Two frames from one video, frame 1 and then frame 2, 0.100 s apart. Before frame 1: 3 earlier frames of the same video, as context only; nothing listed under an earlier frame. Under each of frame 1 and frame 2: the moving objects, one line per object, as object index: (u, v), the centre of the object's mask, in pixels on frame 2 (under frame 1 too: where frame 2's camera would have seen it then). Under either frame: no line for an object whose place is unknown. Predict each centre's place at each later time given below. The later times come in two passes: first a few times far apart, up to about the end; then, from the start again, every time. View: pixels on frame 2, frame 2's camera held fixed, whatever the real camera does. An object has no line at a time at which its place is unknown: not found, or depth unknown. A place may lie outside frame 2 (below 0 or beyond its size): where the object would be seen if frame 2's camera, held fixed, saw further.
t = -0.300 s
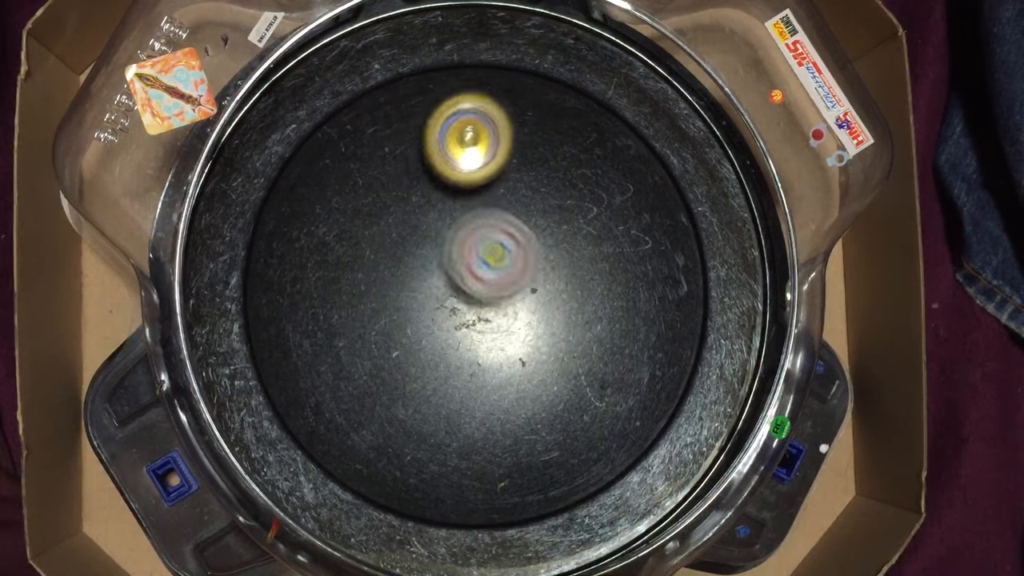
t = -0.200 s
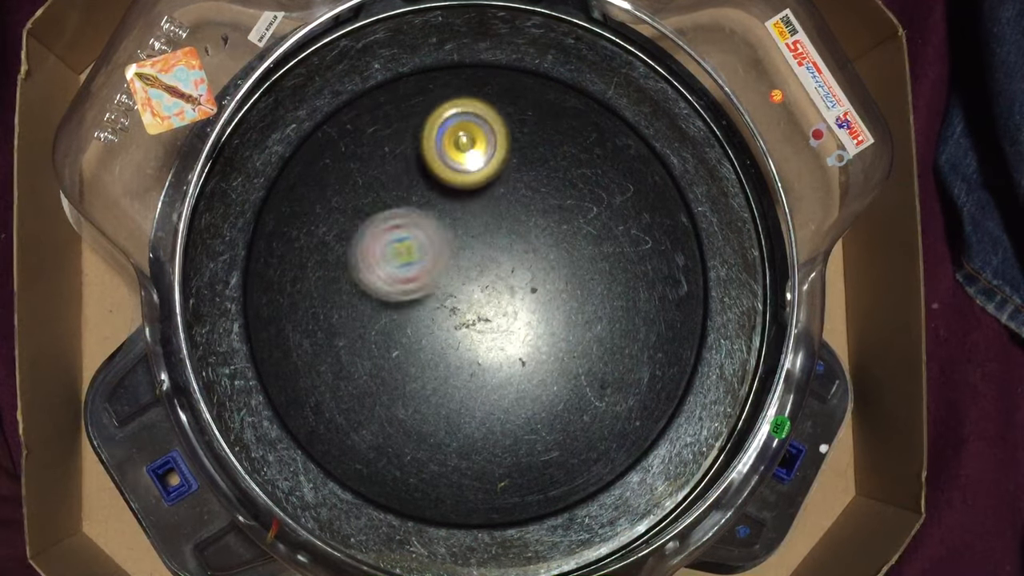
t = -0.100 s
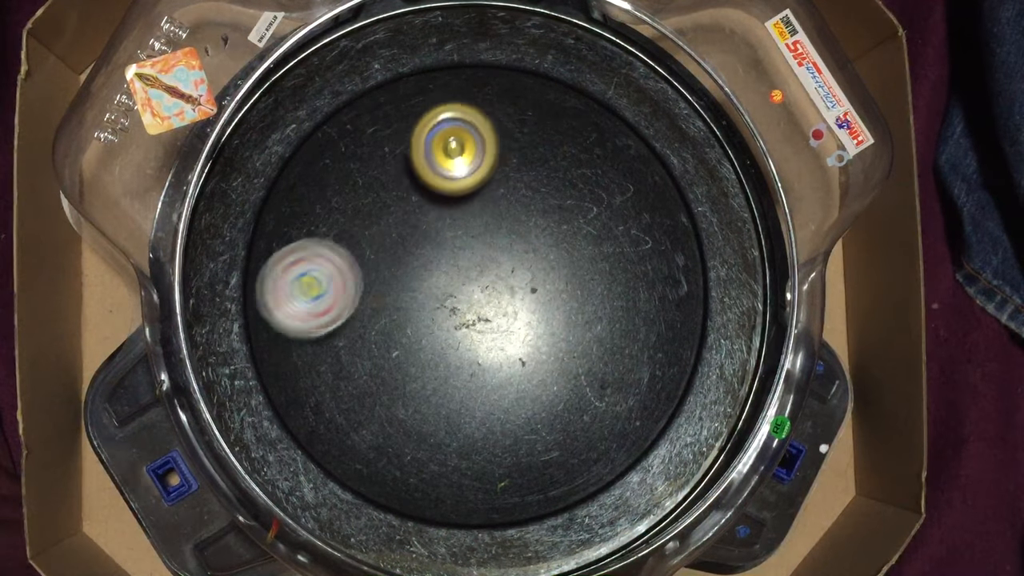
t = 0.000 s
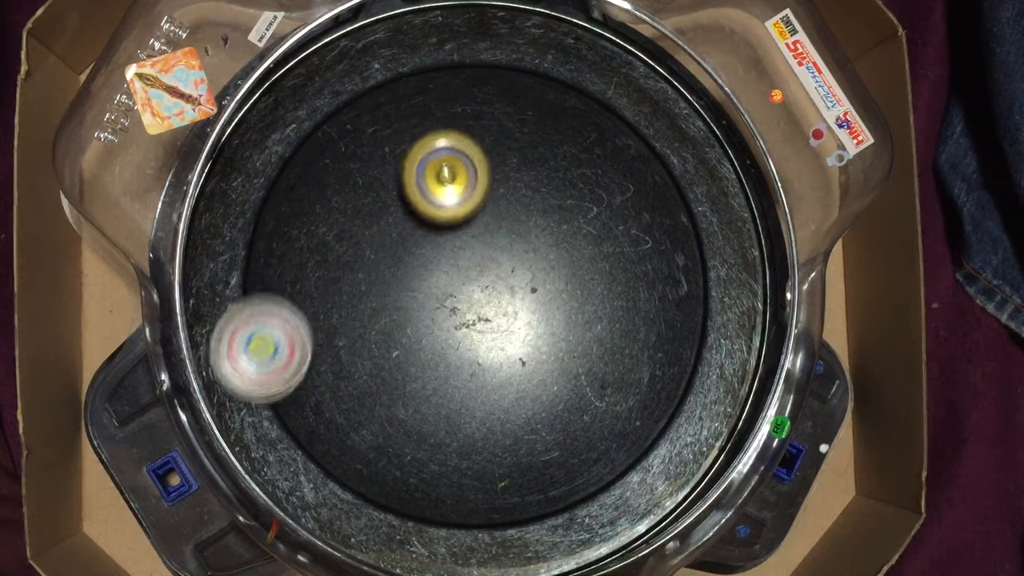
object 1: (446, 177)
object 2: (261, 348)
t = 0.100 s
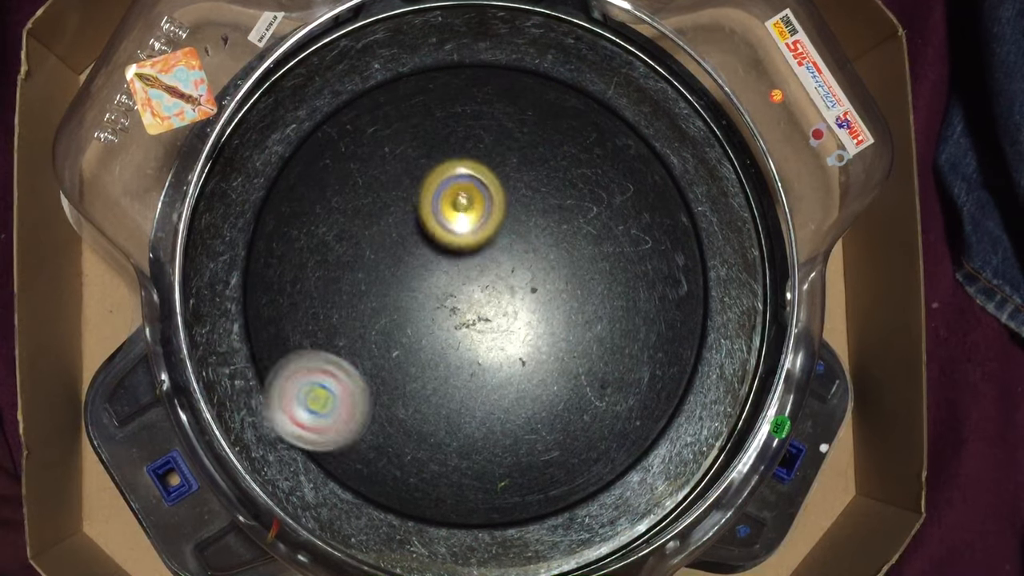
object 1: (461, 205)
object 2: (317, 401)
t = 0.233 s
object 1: (500, 228)
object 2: (418, 415)
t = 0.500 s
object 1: (574, 216)
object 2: (496, 302)
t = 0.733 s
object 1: (568, 187)
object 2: (439, 236)
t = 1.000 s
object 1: (537, 249)
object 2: (383, 237)
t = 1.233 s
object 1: (537, 313)
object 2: (394, 272)
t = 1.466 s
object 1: (541, 356)
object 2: (447, 275)
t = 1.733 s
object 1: (545, 376)
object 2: (495, 233)
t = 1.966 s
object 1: (510, 368)
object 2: (492, 203)
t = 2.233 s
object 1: (456, 359)
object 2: (481, 238)
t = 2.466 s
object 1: (418, 351)
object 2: (496, 276)
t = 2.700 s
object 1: (399, 334)
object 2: (539, 299)
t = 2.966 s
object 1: (397, 296)
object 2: (542, 291)
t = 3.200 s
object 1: (410, 259)
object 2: (516, 299)
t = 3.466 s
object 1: (432, 226)
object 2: (493, 311)
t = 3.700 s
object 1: (460, 214)
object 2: (477, 331)
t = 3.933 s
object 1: (493, 218)
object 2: (469, 345)
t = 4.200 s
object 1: (527, 240)
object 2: (467, 327)
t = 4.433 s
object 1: (546, 270)
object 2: (460, 310)
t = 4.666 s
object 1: (551, 304)
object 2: (448, 299)
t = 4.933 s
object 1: (537, 337)
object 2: (452, 283)
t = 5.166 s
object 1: (513, 357)
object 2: (457, 274)
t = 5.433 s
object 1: (481, 363)
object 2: (465, 261)
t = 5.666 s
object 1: (458, 357)
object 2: (462, 251)
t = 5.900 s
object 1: (436, 342)
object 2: (481, 241)
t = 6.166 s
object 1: (426, 321)
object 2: (492, 246)
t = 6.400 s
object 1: (412, 305)
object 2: (526, 247)
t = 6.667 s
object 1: (418, 285)
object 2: (517, 272)
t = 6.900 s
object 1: (430, 272)
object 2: (546, 289)
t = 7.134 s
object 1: (438, 255)
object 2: (545, 302)
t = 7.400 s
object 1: (443, 254)
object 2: (526, 304)
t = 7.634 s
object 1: (449, 257)
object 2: (522, 324)
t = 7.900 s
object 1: (438, 246)
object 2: (511, 351)
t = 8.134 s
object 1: (435, 257)
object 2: (492, 333)
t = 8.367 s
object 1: (441, 250)
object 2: (490, 346)
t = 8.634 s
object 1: (446, 241)
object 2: (487, 336)
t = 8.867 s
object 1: (458, 236)
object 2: (489, 327)
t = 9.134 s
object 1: (471, 220)
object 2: (487, 341)
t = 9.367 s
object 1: (485, 228)
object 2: (484, 331)
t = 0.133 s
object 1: (470, 212)
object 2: (342, 411)
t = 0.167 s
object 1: (481, 219)
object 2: (367, 417)
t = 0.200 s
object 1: (491, 224)
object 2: (393, 418)
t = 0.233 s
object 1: (500, 228)
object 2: (418, 415)
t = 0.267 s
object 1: (510, 231)
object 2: (438, 409)
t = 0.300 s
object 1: (518, 233)
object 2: (459, 399)
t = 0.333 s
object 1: (526, 234)
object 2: (475, 385)
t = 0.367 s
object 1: (533, 234)
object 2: (489, 370)
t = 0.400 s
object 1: (541, 234)
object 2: (500, 352)
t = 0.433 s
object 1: (548, 234)
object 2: (507, 330)
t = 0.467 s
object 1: (559, 227)
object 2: (507, 313)
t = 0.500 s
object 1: (574, 216)
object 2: (496, 302)
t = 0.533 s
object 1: (580, 210)
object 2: (487, 289)
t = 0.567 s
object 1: (583, 204)
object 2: (479, 276)
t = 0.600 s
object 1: (582, 199)
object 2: (471, 265)
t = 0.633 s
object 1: (581, 194)
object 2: (464, 256)
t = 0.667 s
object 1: (579, 189)
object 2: (455, 248)
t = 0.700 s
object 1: (573, 186)
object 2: (447, 242)
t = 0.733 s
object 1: (568, 187)
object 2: (439, 236)
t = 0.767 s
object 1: (561, 191)
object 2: (430, 232)
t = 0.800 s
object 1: (556, 196)
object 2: (422, 230)
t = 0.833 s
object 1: (551, 203)
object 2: (415, 228)
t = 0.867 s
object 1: (547, 211)
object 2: (407, 228)
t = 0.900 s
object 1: (544, 221)
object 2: (400, 229)
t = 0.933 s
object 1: (541, 229)
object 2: (394, 230)
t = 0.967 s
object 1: (538, 240)
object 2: (388, 234)
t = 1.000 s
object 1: (537, 249)
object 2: (383, 237)
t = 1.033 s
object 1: (535, 259)
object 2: (380, 242)
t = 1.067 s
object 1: (534, 269)
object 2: (377, 248)
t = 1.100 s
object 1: (534, 278)
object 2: (377, 254)
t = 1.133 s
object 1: (535, 287)
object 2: (379, 260)
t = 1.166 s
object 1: (535, 296)
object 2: (383, 265)
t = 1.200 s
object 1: (536, 305)
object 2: (388, 269)
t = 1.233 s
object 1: (537, 313)
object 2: (394, 272)
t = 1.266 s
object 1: (537, 320)
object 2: (401, 275)
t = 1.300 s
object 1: (538, 328)
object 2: (408, 277)
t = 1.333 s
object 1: (539, 335)
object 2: (414, 279)
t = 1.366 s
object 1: (540, 341)
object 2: (421, 280)
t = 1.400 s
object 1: (540, 346)
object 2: (428, 280)
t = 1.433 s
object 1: (540, 352)
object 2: (437, 278)
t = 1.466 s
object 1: (541, 356)
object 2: (447, 275)
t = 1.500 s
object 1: (542, 359)
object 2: (454, 271)
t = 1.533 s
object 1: (544, 361)
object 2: (462, 266)
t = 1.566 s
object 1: (546, 365)
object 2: (469, 261)
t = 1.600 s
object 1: (548, 370)
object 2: (475, 255)
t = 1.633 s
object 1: (549, 373)
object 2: (481, 250)
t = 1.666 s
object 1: (549, 375)
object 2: (487, 244)
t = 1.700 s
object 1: (547, 376)
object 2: (491, 238)
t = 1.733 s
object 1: (545, 376)
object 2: (495, 233)
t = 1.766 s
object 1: (542, 376)
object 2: (497, 227)
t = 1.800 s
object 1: (538, 375)
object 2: (499, 221)
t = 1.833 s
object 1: (533, 374)
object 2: (500, 216)
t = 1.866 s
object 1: (528, 372)
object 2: (499, 212)
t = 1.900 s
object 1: (522, 371)
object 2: (498, 207)
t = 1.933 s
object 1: (516, 369)
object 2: (496, 204)
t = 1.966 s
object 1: (510, 368)
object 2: (492, 203)
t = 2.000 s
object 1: (503, 367)
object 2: (489, 205)
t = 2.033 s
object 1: (497, 365)
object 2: (487, 208)
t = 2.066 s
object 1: (490, 364)
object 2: (485, 212)
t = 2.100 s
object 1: (483, 363)
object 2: (484, 216)
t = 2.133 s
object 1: (476, 362)
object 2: (483, 221)
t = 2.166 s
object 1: (469, 361)
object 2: (482, 227)
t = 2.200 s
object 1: (463, 360)
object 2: (481, 233)
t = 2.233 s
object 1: (456, 359)
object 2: (481, 238)
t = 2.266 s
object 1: (450, 358)
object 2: (481, 244)
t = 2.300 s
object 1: (444, 358)
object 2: (481, 250)
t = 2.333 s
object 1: (438, 357)
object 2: (481, 255)
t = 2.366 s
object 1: (432, 355)
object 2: (482, 259)
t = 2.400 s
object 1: (427, 354)
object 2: (486, 265)
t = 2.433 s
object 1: (422, 352)
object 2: (490, 270)
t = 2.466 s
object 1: (418, 351)
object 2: (496, 276)
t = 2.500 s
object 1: (414, 349)
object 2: (503, 281)
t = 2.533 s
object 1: (411, 347)
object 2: (509, 285)
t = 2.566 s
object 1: (408, 345)
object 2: (515, 290)
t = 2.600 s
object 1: (405, 343)
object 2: (522, 293)
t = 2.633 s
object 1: (402, 340)
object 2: (528, 296)
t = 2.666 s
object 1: (400, 337)
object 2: (534, 298)
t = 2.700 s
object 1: (399, 334)
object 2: (539, 299)
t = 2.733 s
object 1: (398, 330)
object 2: (544, 299)
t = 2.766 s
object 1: (396, 326)
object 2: (548, 298)
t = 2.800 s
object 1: (396, 322)
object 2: (551, 296)
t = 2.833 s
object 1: (395, 317)
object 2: (552, 294)
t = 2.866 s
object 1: (396, 312)
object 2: (551, 292)
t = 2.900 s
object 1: (396, 307)
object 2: (549, 291)
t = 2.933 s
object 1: (397, 302)
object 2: (546, 291)
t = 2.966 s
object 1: (397, 296)
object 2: (542, 291)
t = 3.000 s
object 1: (398, 291)
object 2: (539, 292)
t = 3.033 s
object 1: (400, 286)
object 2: (535, 292)
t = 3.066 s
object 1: (401, 280)
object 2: (531, 294)
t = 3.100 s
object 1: (404, 275)
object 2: (527, 294)
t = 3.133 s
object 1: (406, 269)
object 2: (523, 296)
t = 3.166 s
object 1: (408, 264)
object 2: (519, 297)
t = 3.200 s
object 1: (410, 259)
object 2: (516, 299)
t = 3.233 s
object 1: (412, 254)
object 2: (512, 300)
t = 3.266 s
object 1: (415, 249)
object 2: (509, 302)
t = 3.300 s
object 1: (417, 245)
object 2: (506, 303)
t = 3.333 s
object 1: (419, 240)
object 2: (503, 305)
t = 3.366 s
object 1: (422, 236)
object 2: (499, 307)
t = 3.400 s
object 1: (425, 232)
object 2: (497, 309)
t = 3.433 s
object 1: (428, 229)
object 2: (494, 310)
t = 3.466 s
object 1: (432, 226)
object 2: (493, 311)
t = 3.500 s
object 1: (435, 223)
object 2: (491, 312)
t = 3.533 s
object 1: (439, 221)
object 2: (489, 313)
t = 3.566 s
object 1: (443, 218)
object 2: (488, 314)
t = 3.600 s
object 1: (447, 217)
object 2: (488, 317)
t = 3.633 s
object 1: (451, 215)
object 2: (484, 321)
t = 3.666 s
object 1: (455, 214)
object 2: (481, 325)
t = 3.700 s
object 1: (460, 214)
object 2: (477, 331)
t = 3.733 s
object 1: (464, 213)
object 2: (474, 336)
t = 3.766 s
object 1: (469, 213)
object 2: (471, 341)
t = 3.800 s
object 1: (474, 213)
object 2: (470, 344)
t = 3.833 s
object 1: (479, 214)
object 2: (470, 345)
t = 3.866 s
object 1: (484, 215)
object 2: (469, 346)
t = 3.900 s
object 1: (489, 217)
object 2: (469, 346)
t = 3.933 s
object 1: (493, 218)
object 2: (469, 345)
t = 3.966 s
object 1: (498, 220)
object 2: (469, 344)
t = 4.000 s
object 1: (503, 222)
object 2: (469, 343)
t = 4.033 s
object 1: (507, 225)
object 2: (468, 341)
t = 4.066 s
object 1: (512, 227)
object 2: (468, 339)
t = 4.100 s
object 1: (516, 231)
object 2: (468, 336)
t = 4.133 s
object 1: (520, 234)
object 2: (467, 334)
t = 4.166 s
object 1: (524, 237)
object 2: (467, 331)
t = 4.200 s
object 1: (527, 240)
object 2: (467, 327)
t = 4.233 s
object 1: (531, 244)
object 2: (466, 325)
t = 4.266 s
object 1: (534, 248)
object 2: (465, 322)
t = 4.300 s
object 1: (537, 252)
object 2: (463, 320)
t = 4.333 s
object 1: (540, 256)
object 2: (462, 318)
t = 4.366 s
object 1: (543, 261)
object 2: (462, 316)
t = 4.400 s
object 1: (544, 265)
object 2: (461, 313)
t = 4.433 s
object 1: (546, 270)
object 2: (460, 310)
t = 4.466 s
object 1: (548, 275)
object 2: (458, 308)
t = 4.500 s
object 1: (550, 280)
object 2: (455, 306)
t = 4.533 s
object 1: (550, 285)
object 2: (452, 306)
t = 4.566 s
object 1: (551, 289)
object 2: (450, 305)
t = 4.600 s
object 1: (551, 295)
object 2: (449, 304)
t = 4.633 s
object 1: (551, 299)
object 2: (448, 301)
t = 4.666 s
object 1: (551, 304)
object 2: (448, 299)
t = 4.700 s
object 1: (551, 309)
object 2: (449, 297)
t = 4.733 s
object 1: (550, 313)
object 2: (449, 295)
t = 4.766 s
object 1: (548, 318)
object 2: (449, 292)
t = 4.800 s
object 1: (547, 322)
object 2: (450, 291)
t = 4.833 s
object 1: (545, 326)
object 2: (450, 289)
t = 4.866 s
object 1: (543, 330)
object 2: (451, 287)
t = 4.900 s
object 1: (540, 334)
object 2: (451, 285)
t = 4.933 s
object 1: (537, 337)
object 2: (452, 283)
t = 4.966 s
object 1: (534, 340)
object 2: (453, 282)
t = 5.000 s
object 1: (531, 344)
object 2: (453, 280)
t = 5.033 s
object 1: (528, 347)
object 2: (454, 279)
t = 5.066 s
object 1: (524, 350)
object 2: (455, 278)
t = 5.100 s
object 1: (521, 352)
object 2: (456, 277)
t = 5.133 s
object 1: (517, 355)
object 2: (457, 275)
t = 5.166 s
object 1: (513, 357)
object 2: (457, 274)
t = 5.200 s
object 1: (509, 358)
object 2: (458, 273)
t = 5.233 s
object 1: (505, 359)
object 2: (459, 272)
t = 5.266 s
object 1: (501, 360)
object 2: (461, 271)
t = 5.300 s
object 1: (497, 360)
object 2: (462, 270)
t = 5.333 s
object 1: (492, 360)
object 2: (463, 269)
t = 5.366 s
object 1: (488, 361)
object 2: (465, 268)
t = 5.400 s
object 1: (484, 362)
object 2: (466, 264)
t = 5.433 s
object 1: (481, 363)
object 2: (465, 261)
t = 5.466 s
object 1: (478, 363)
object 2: (464, 259)
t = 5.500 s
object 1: (474, 363)
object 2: (463, 257)
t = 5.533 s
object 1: (471, 363)
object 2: (462, 256)
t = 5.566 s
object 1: (468, 362)
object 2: (461, 254)
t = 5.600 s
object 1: (465, 360)
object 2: (461, 253)
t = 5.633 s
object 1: (462, 359)
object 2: (461, 252)
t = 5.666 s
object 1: (458, 357)
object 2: (462, 251)
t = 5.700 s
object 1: (455, 354)
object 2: (463, 250)
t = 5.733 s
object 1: (452, 351)
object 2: (464, 249)
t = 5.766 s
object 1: (450, 348)
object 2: (466, 250)
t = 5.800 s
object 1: (447, 345)
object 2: (468, 250)
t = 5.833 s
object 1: (443, 342)
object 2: (470, 251)
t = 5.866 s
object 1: (439, 343)
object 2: (476, 245)
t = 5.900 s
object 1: (436, 342)
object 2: (481, 241)
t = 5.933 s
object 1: (433, 341)
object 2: (485, 239)
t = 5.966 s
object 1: (431, 339)
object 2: (488, 239)
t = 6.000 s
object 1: (430, 337)
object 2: (489, 240)
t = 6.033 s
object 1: (428, 334)
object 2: (490, 242)
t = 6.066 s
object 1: (427, 332)
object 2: (490, 244)
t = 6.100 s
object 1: (427, 328)
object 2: (490, 245)
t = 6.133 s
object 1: (426, 325)
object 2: (490, 245)
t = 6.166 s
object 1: (426, 321)
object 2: (492, 246)
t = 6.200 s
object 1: (426, 317)
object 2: (493, 246)
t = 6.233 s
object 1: (426, 312)
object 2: (494, 247)
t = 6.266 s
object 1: (421, 311)
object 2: (500, 244)
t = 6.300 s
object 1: (416, 310)
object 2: (512, 242)
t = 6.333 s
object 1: (414, 308)
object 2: (520, 242)
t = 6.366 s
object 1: (412, 306)
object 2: (524, 244)
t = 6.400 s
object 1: (412, 305)
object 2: (526, 247)
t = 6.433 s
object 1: (412, 303)
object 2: (526, 249)
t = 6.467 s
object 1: (412, 300)
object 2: (525, 253)
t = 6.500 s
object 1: (413, 298)
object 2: (523, 257)
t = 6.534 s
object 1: (414, 296)
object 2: (521, 260)
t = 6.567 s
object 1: (416, 293)
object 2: (518, 263)
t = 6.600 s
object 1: (418, 290)
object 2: (515, 267)
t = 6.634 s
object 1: (421, 287)
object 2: (513, 269)
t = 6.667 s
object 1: (418, 285)
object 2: (517, 272)
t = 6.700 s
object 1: (418, 282)
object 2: (523, 274)
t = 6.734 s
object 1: (419, 280)
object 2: (528, 277)
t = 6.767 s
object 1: (421, 278)
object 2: (533, 281)
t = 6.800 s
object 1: (423, 276)
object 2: (537, 286)
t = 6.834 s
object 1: (425, 275)
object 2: (542, 288)
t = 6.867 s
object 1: (427, 273)
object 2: (544, 289)
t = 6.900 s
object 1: (430, 272)
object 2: (546, 289)
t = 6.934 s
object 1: (432, 270)
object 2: (546, 289)
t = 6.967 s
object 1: (436, 269)
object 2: (545, 288)
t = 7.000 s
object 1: (439, 268)
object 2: (542, 289)
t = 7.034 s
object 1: (443, 266)
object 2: (539, 289)
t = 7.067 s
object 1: (444, 263)
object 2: (537, 291)
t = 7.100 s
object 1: (439, 258)
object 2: (543, 297)
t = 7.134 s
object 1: (438, 255)
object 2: (545, 302)
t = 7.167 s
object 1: (437, 254)
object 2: (545, 306)
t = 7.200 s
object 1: (437, 253)
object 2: (543, 308)
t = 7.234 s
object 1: (437, 252)
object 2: (541, 309)
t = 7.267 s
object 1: (437, 251)
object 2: (538, 309)
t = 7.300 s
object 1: (438, 251)
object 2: (535, 308)
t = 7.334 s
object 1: (439, 252)
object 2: (530, 308)
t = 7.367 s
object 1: (441, 253)
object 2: (527, 307)
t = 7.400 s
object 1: (443, 254)
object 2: (526, 304)
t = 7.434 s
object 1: (445, 255)
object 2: (525, 306)
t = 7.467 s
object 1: (445, 254)
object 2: (525, 309)
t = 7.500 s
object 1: (446, 255)
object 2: (525, 311)
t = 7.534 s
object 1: (447, 256)
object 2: (526, 314)
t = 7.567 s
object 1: (449, 257)
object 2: (524, 315)
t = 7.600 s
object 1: (450, 258)
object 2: (522, 318)
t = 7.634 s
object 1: (449, 257)
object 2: (522, 324)
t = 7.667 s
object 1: (449, 257)
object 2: (521, 325)
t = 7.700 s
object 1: (449, 257)
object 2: (518, 327)
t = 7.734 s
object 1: (450, 259)
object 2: (514, 327)
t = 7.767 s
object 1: (448, 255)
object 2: (515, 333)
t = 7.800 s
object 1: (445, 250)
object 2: (517, 344)
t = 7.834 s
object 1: (443, 248)
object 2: (517, 348)
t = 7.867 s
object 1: (440, 247)
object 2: (515, 351)
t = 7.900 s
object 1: (438, 246)
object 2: (511, 351)
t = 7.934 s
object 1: (435, 246)
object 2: (508, 350)
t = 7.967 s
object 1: (434, 246)
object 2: (505, 348)
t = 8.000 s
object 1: (432, 248)
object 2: (501, 345)
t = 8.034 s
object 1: (432, 250)
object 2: (498, 342)
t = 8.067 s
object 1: (432, 252)
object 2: (495, 339)
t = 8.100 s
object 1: (433, 255)
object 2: (494, 336)
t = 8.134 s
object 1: (435, 257)
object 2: (492, 333)
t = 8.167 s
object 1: (436, 257)
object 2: (493, 336)
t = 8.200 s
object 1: (436, 258)
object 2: (492, 337)
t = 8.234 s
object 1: (438, 259)
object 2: (491, 337)
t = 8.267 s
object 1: (440, 259)
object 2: (491, 337)
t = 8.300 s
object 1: (441, 258)
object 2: (490, 339)
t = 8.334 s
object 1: (442, 257)
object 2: (489, 339)
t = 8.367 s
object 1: (441, 250)
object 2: (490, 346)
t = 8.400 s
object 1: (441, 246)
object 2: (491, 351)
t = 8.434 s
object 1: (440, 244)
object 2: (491, 353)
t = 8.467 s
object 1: (440, 242)
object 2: (491, 353)
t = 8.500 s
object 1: (441, 241)
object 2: (490, 351)
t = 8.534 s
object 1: (441, 241)
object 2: (489, 349)
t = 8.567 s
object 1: (442, 240)
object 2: (489, 345)
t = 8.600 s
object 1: (443, 240)
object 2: (488, 340)
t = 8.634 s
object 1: (446, 241)
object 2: (487, 336)
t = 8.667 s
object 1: (448, 242)
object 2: (487, 330)
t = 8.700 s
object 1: (450, 240)
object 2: (488, 331)
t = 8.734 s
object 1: (451, 238)
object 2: (489, 330)
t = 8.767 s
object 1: (452, 237)
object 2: (489, 330)
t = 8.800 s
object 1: (454, 237)
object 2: (489, 329)
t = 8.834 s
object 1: (456, 237)
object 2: (488, 326)
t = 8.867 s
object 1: (458, 236)
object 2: (489, 327)
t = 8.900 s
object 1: (460, 235)
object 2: (490, 327)
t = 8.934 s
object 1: (462, 235)
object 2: (490, 326)
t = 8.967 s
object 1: (465, 233)
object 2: (490, 327)
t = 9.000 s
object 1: (467, 227)
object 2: (490, 336)
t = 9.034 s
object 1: (467, 225)
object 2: (489, 340)
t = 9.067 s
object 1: (469, 223)
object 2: (489, 342)
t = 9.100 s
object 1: (470, 221)
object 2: (488, 342)
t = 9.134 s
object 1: (471, 220)
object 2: (487, 341)
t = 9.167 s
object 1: (472, 220)
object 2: (486, 339)
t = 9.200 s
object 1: (474, 221)
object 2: (486, 336)
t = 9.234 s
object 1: (476, 223)
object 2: (486, 333)
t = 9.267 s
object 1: (478, 225)
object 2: (486, 330)
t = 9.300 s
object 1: (480, 228)
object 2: (486, 326)
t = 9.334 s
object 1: (483, 229)
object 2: (486, 327)
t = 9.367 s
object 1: (485, 228)
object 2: (484, 331)
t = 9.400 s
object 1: (487, 228)
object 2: (482, 334)
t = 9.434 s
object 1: (489, 229)
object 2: (481, 334)
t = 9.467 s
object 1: (491, 231)
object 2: (481, 334)
